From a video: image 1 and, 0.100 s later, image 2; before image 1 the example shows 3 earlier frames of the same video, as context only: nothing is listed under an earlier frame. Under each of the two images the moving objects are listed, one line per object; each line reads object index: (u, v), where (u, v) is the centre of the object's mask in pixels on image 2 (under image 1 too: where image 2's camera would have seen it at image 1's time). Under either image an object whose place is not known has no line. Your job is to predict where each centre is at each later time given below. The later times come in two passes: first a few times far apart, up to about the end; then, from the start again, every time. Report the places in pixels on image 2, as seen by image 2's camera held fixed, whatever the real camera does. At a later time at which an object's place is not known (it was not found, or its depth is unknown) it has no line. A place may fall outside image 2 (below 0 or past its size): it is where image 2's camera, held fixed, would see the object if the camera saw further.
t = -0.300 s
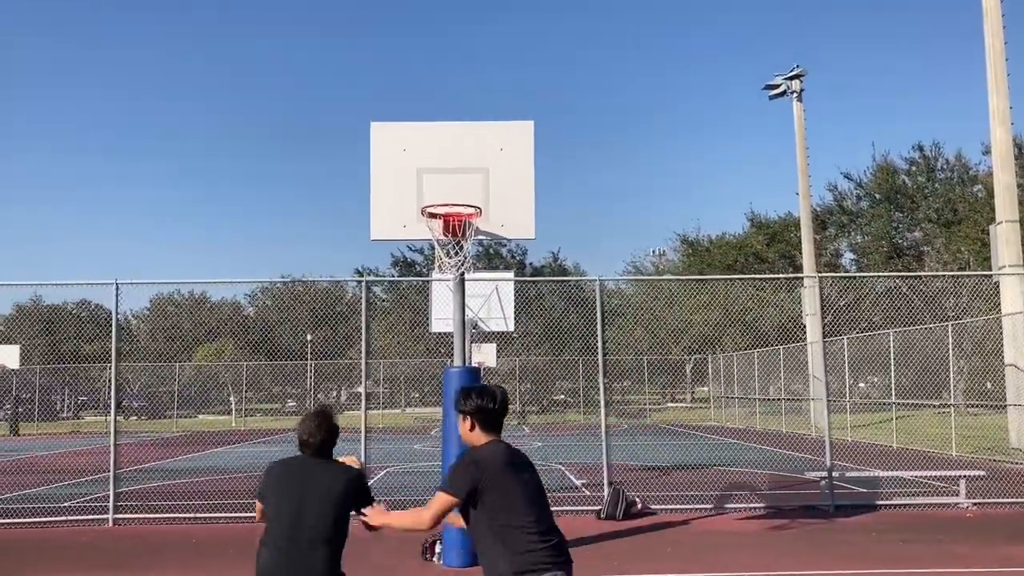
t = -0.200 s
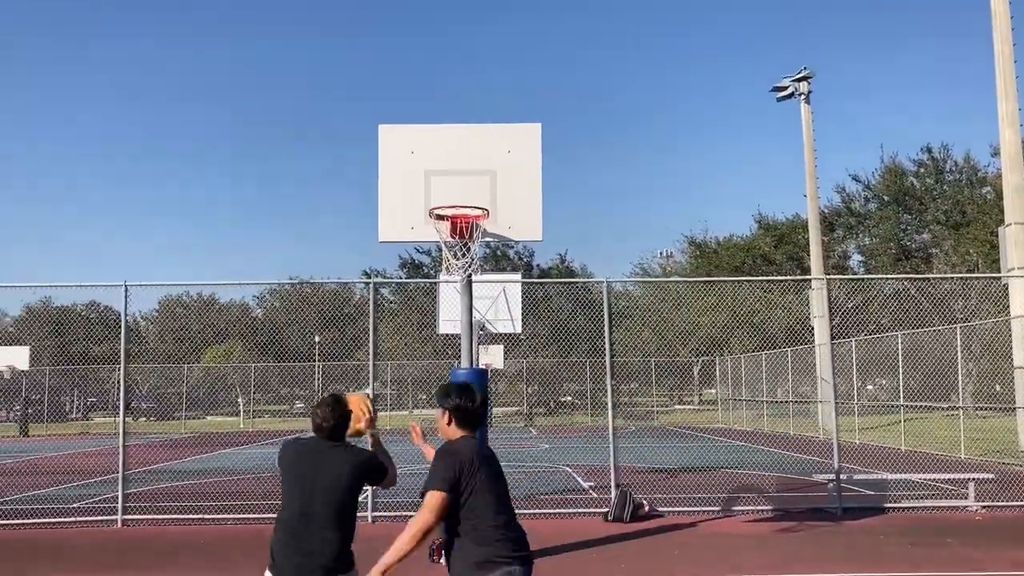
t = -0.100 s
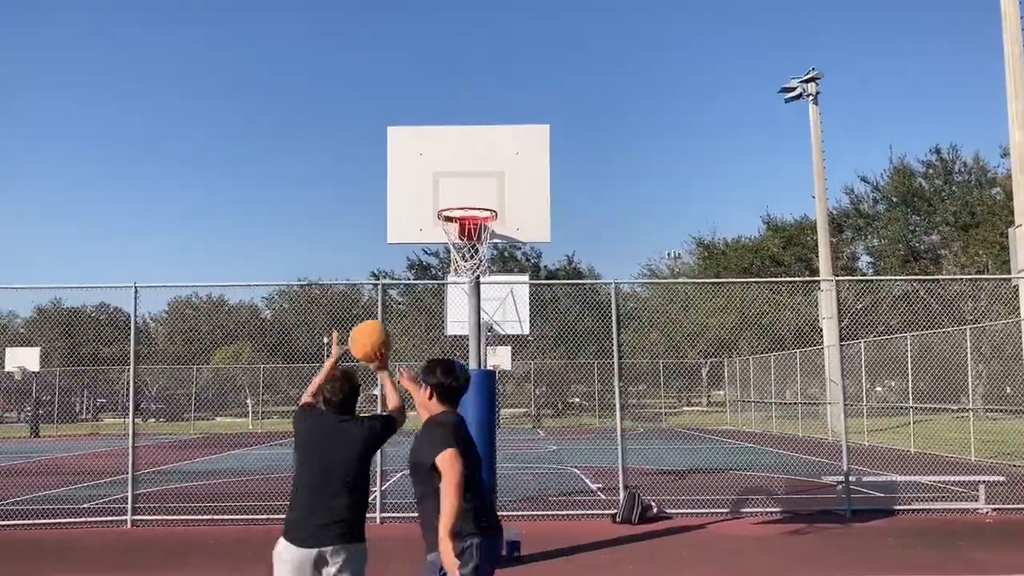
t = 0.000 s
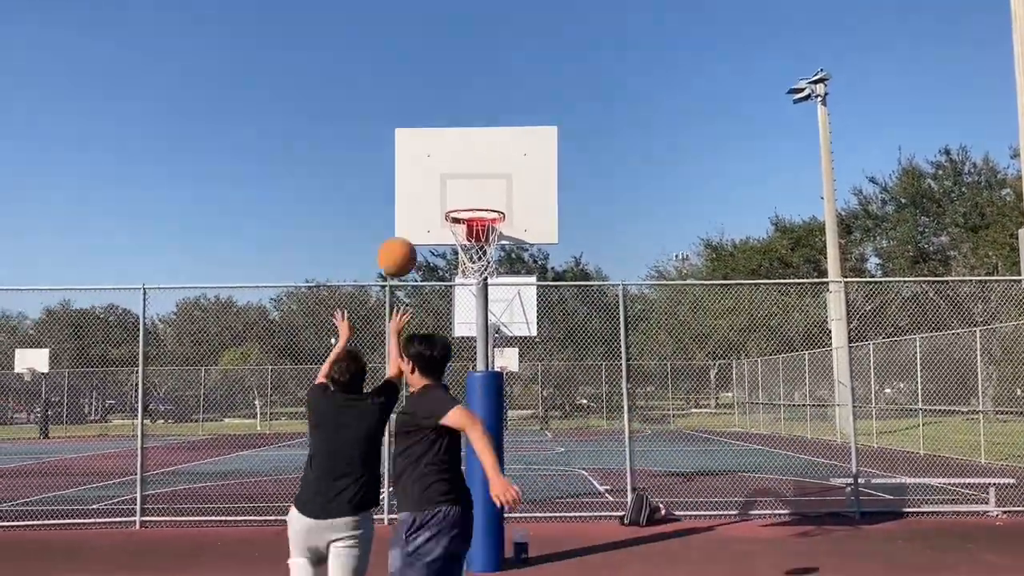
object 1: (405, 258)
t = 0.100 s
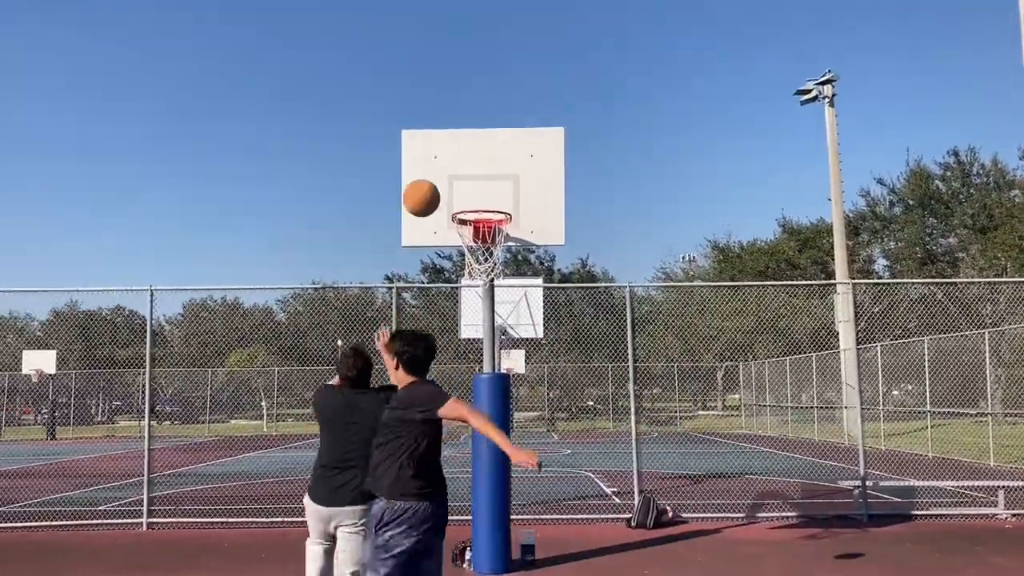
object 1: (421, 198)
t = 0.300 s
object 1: (450, 137)
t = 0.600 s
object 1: (487, 151)
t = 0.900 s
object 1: (493, 179)
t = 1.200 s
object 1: (461, 162)
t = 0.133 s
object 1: (427, 183)
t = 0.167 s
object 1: (432, 170)
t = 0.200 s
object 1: (437, 159)
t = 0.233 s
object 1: (441, 149)
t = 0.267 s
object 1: (446, 142)
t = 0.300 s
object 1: (450, 137)
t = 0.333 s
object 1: (455, 132)
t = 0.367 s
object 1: (459, 130)
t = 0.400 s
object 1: (464, 129)
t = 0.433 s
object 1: (468, 129)
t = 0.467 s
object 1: (472, 131)
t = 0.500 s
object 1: (476, 134)
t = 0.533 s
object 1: (480, 139)
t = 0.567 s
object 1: (484, 144)
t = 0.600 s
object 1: (487, 151)
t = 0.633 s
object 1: (490, 158)
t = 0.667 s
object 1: (493, 164)
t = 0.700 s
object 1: (495, 171)
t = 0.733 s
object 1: (497, 178)
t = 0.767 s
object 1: (499, 187)
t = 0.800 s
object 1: (501, 197)
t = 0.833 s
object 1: (500, 197)
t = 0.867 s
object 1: (497, 188)
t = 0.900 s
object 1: (493, 179)
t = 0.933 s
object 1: (490, 172)
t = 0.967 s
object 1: (486, 166)
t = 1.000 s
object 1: (483, 161)
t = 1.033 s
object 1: (480, 157)
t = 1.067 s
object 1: (476, 155)
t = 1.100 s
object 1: (472, 155)
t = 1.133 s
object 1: (469, 155)
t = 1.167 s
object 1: (465, 157)
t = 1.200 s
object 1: (461, 162)
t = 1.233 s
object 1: (457, 166)
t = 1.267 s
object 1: (454, 173)
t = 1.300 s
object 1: (450, 181)
